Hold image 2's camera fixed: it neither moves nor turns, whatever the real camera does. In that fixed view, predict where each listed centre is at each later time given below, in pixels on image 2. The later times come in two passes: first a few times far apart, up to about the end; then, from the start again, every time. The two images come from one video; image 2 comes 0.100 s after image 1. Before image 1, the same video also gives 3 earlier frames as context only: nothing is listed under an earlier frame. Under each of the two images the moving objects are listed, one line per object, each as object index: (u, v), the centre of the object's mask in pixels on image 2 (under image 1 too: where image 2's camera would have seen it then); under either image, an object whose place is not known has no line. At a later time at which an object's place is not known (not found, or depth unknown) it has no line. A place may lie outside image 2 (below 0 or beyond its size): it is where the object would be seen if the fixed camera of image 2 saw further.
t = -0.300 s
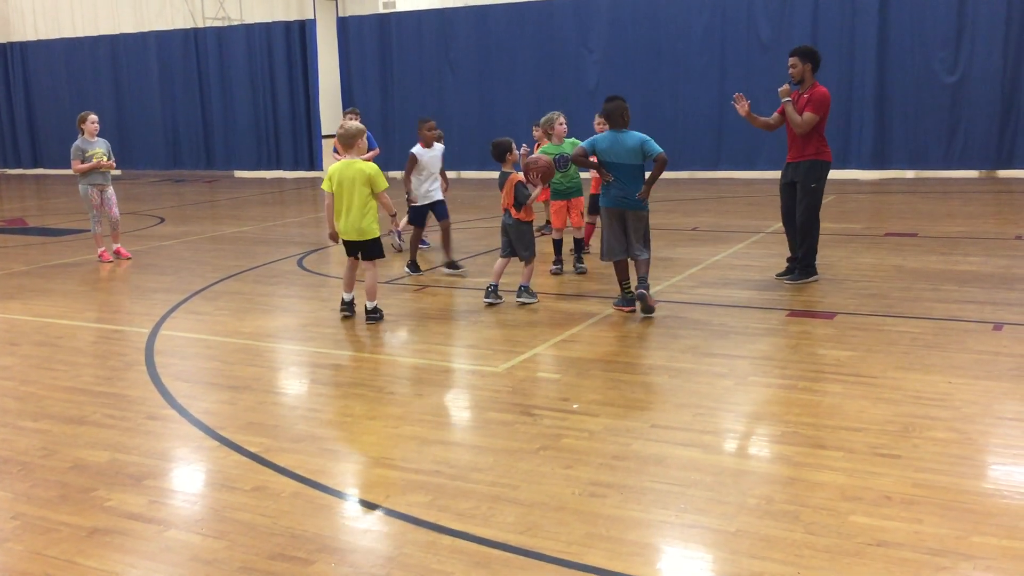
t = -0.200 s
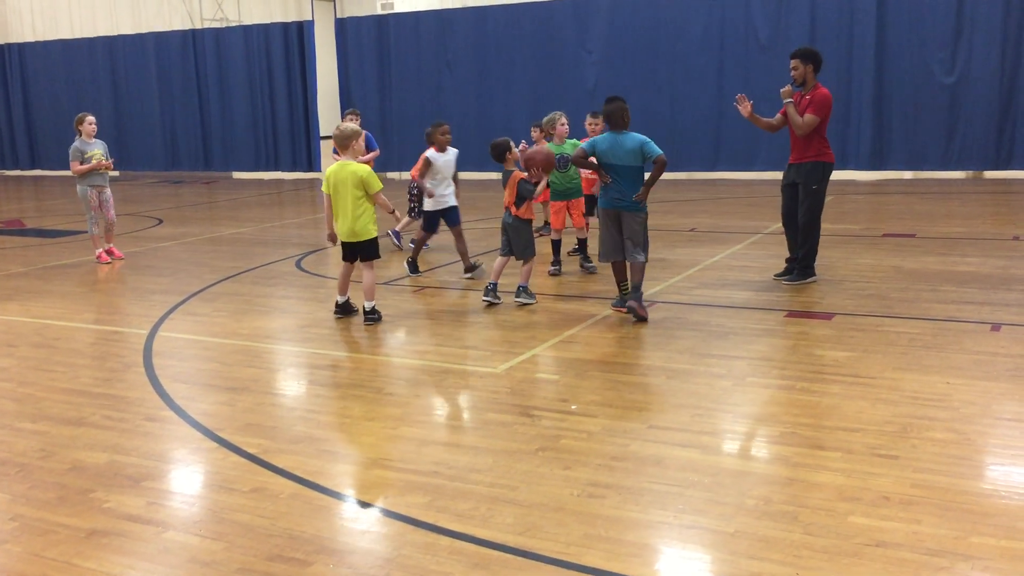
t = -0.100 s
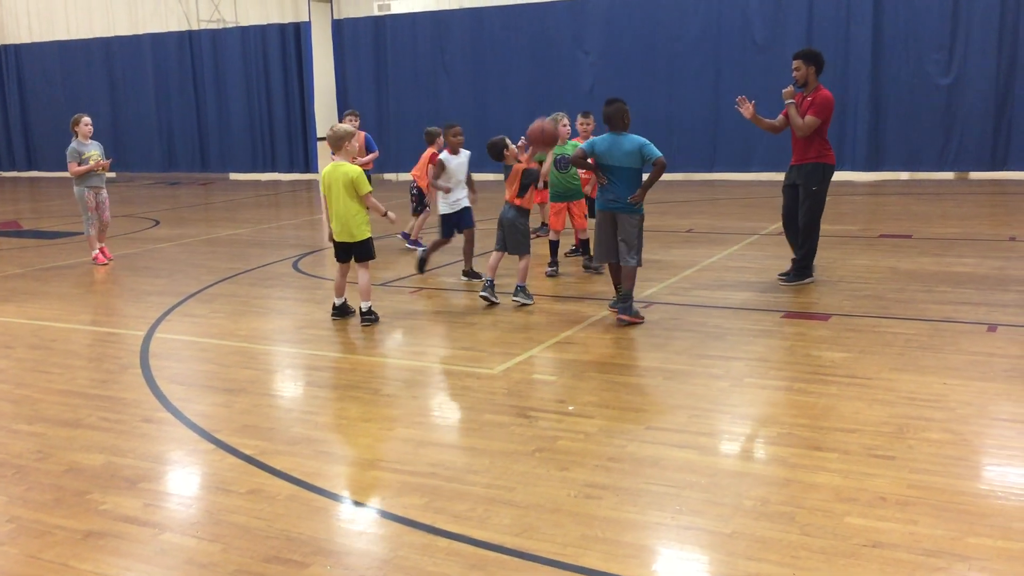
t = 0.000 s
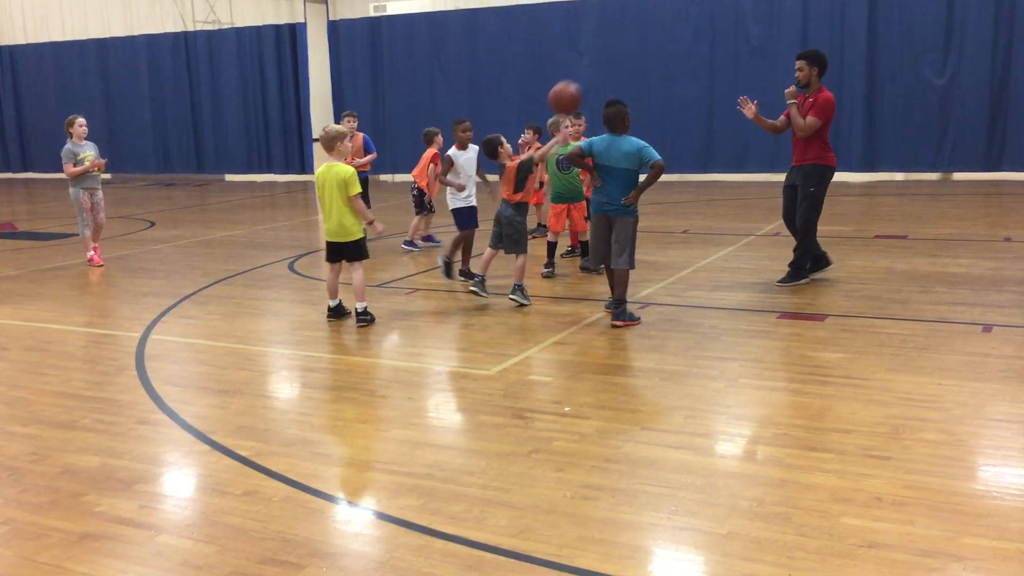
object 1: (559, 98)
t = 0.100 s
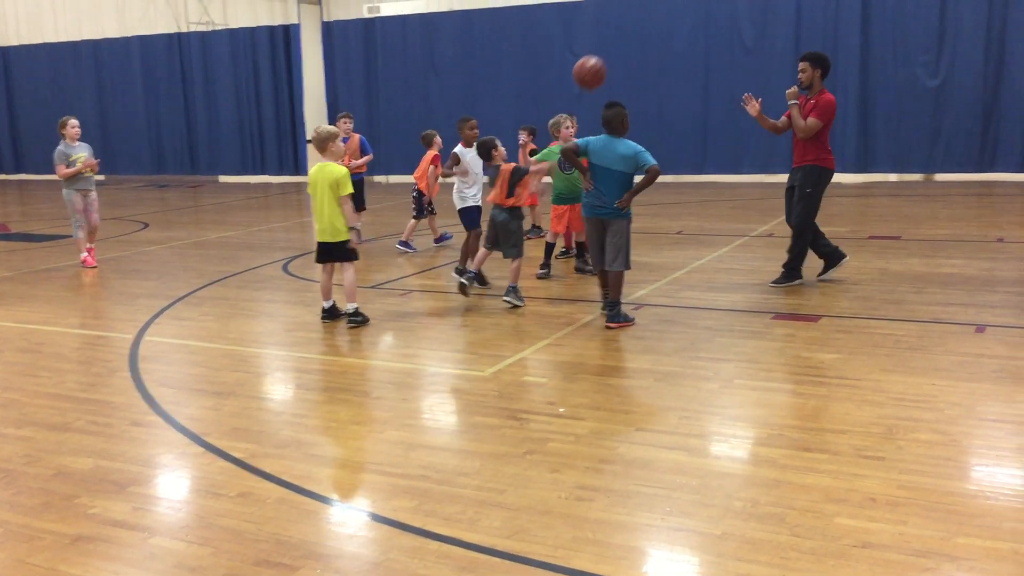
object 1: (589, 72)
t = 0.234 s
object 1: (630, 57)
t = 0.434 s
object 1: (689, 81)
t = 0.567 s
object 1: (727, 126)
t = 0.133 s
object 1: (600, 66)
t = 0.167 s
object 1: (610, 62)
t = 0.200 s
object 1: (620, 59)
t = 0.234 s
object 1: (630, 57)
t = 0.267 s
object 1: (640, 58)
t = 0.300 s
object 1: (650, 59)
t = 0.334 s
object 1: (660, 62)
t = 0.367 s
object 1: (669, 67)
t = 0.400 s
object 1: (679, 73)
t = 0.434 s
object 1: (689, 81)
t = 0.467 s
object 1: (698, 90)
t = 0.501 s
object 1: (708, 101)
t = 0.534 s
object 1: (718, 113)
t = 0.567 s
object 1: (727, 126)
